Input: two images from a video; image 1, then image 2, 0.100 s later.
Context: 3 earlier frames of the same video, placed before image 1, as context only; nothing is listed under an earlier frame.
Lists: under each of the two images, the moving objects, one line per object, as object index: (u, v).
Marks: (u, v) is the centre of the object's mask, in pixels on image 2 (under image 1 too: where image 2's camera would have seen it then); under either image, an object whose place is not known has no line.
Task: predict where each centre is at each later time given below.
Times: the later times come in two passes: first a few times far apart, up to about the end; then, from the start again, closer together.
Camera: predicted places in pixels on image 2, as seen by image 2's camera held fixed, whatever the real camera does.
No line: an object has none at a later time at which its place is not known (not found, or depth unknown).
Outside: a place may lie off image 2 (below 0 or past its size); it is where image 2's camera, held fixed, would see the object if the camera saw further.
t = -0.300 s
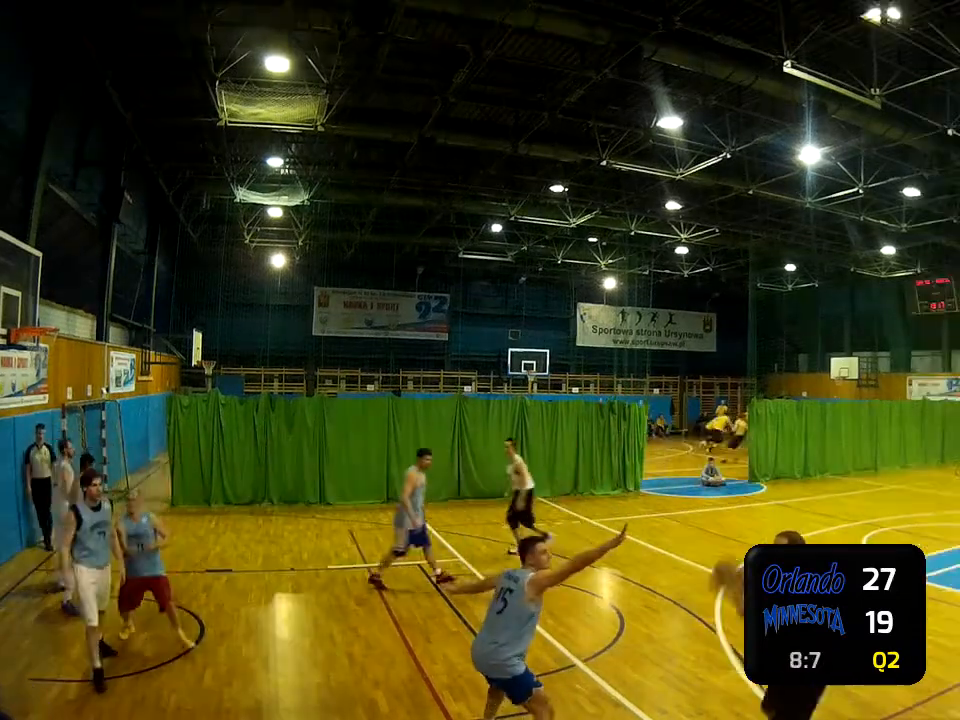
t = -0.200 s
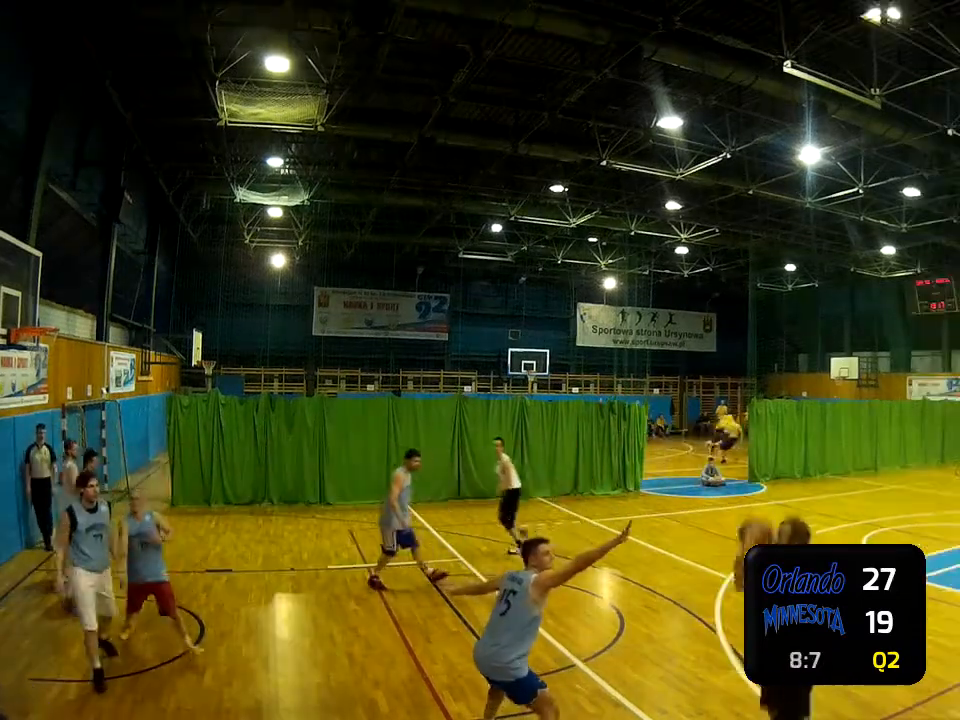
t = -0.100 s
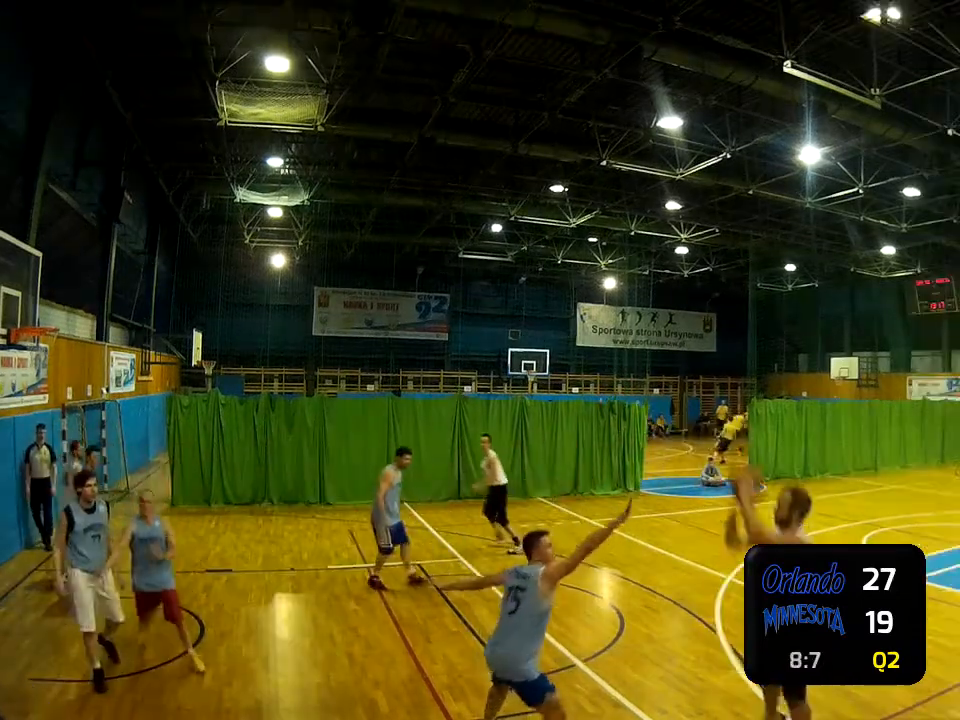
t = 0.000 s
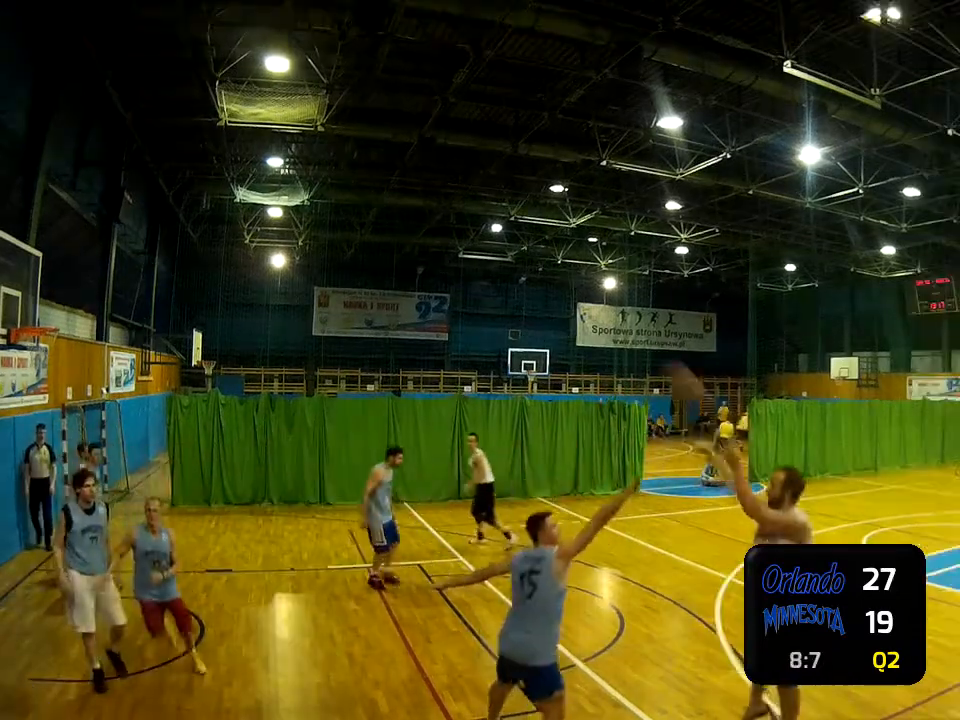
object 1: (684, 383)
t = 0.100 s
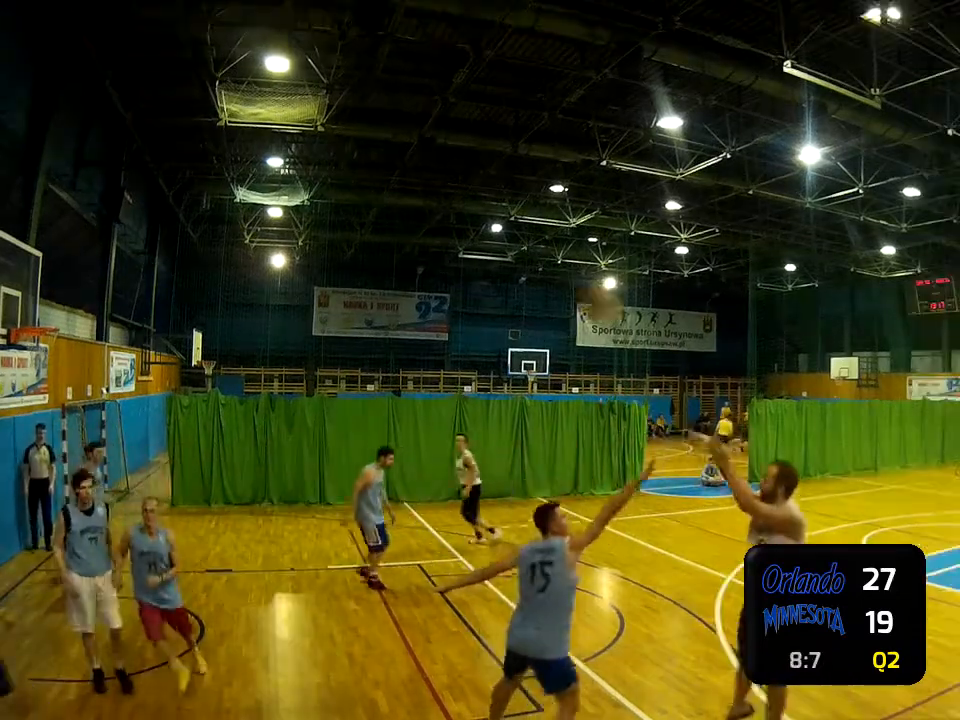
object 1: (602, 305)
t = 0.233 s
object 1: (491, 214)
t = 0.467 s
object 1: (338, 147)
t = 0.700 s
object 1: (212, 156)
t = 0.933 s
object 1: (112, 219)
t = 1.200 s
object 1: (41, 342)
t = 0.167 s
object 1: (543, 253)
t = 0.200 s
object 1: (521, 237)
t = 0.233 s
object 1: (491, 214)
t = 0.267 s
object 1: (469, 201)
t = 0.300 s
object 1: (444, 186)
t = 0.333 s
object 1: (423, 175)
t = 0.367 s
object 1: (401, 165)
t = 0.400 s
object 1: (379, 158)
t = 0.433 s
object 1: (359, 152)
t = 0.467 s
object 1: (338, 147)
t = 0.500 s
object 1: (320, 145)
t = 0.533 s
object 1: (305, 145)
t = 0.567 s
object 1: (284, 142)
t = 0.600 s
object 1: (267, 142)
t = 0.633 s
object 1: (248, 146)
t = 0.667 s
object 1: (231, 148)
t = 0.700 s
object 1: (212, 156)
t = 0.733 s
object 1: (197, 160)
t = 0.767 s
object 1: (182, 168)
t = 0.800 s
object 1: (167, 176)
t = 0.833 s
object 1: (153, 185)
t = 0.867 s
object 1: (139, 195)
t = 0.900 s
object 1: (125, 207)
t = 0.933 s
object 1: (112, 219)
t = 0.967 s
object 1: (98, 234)
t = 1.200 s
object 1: (41, 342)
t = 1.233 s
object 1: (51, 350)
